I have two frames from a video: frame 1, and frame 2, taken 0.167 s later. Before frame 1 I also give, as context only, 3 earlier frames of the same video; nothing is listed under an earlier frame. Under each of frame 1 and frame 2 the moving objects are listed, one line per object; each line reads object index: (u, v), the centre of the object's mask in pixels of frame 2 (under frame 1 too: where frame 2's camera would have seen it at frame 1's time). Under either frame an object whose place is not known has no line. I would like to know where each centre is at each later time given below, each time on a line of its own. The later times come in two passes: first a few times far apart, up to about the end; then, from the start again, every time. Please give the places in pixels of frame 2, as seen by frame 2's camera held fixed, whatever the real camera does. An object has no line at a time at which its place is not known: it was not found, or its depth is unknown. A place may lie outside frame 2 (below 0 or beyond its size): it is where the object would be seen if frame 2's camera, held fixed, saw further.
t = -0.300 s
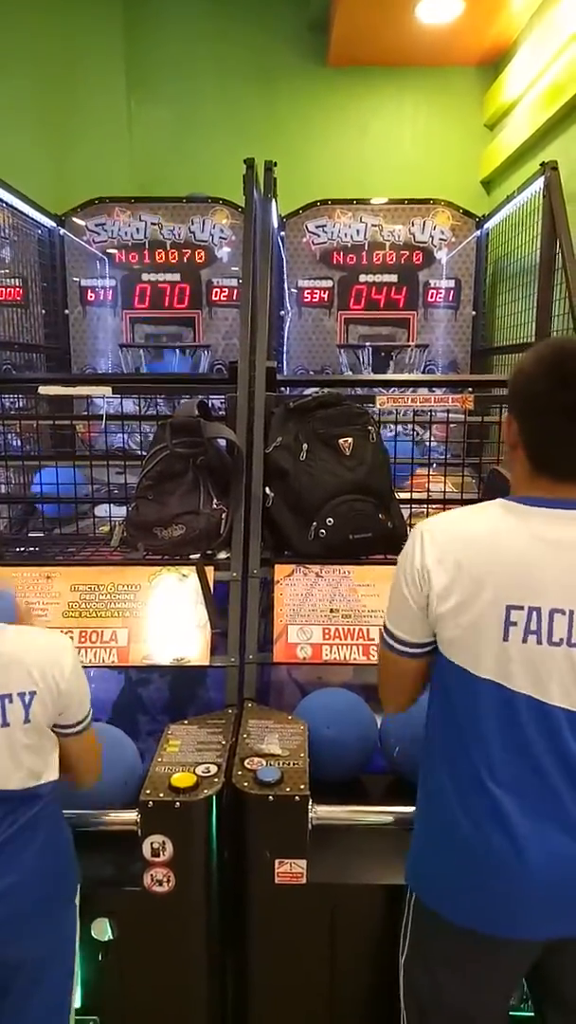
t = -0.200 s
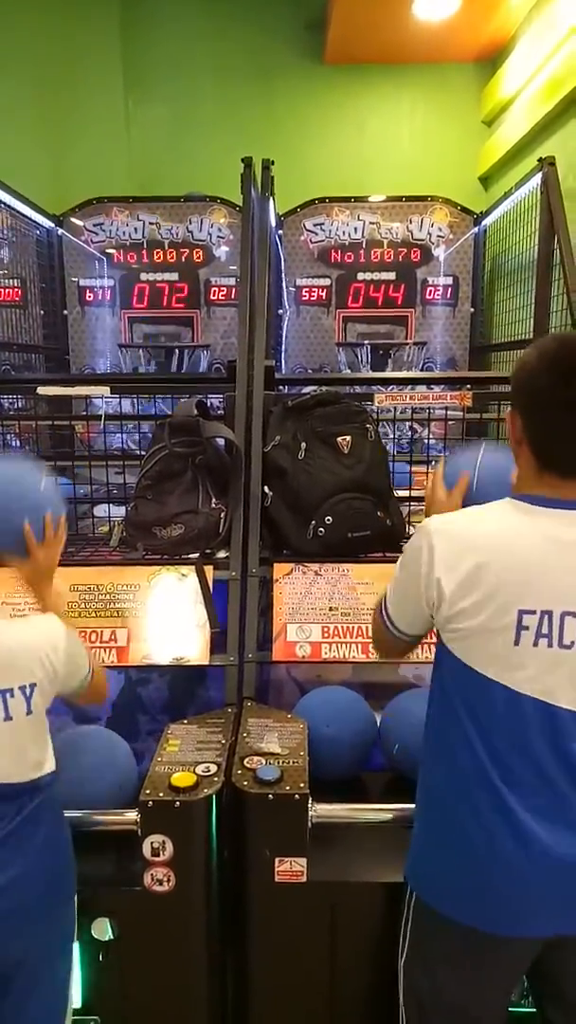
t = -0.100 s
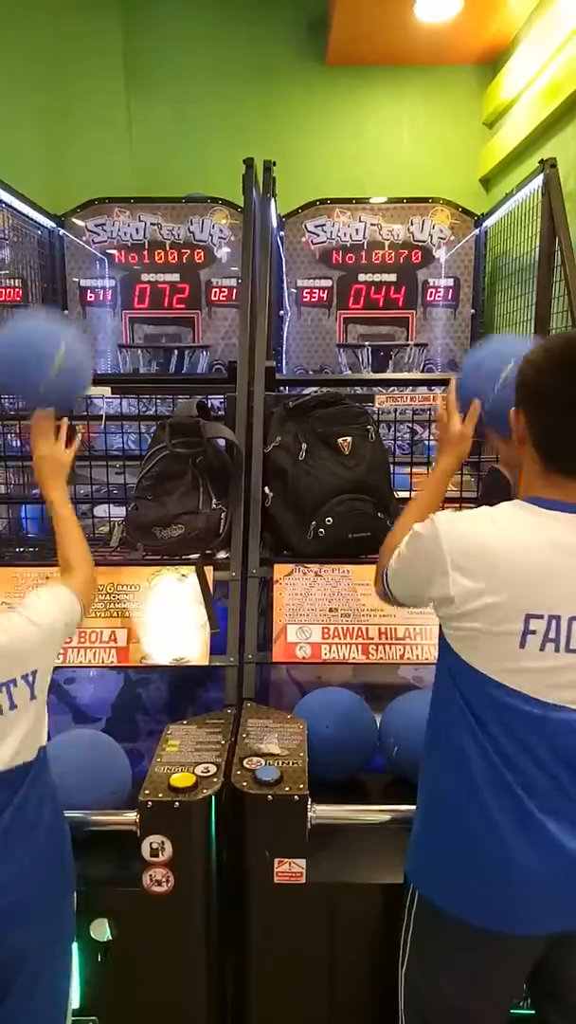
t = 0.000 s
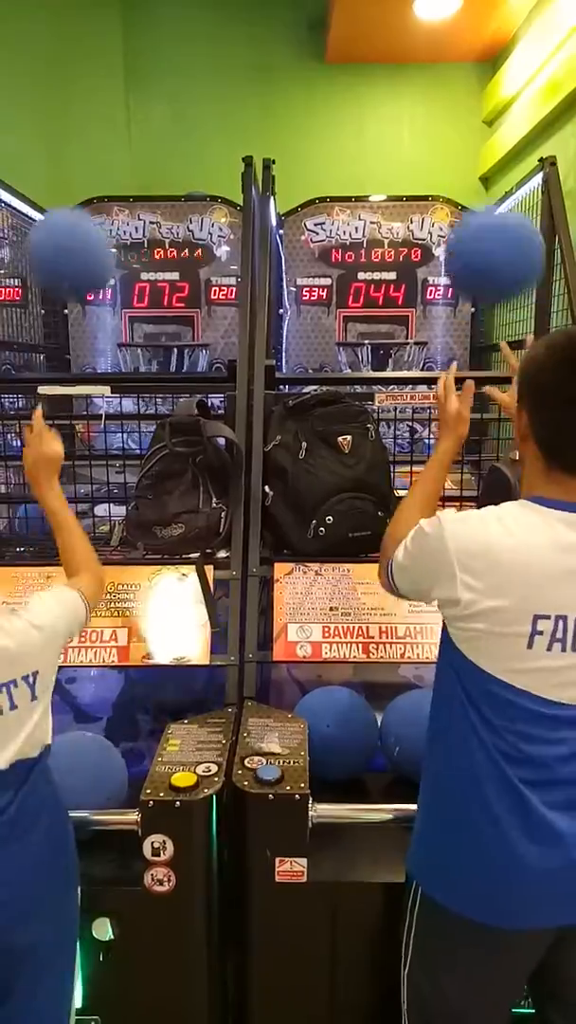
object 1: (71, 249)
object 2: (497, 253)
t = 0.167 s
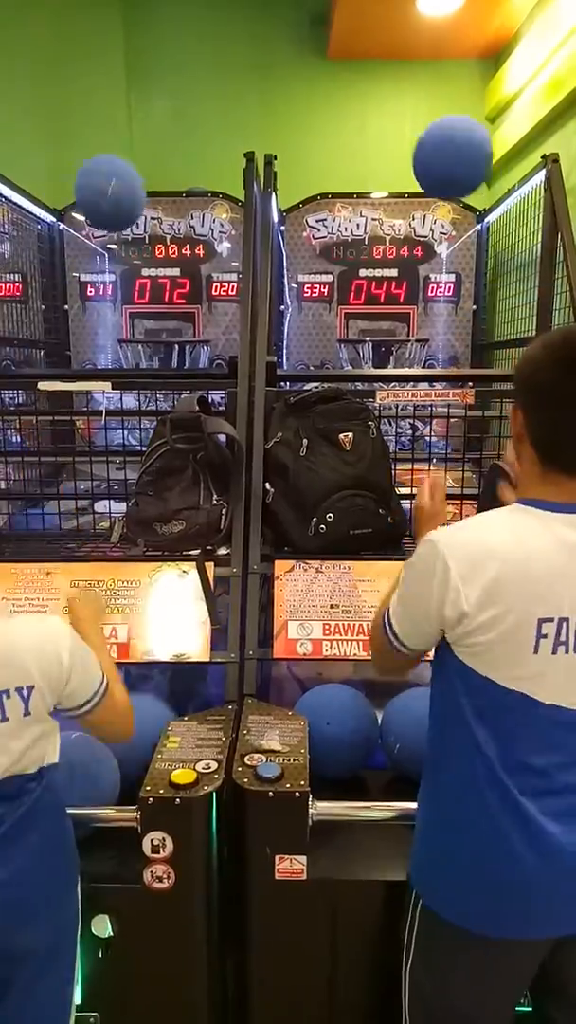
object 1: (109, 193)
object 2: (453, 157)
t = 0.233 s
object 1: (122, 200)
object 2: (438, 156)
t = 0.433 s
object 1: (155, 281)
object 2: (404, 228)
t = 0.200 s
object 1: (116, 195)
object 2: (445, 155)
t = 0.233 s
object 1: (122, 200)
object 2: (438, 156)
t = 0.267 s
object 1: (129, 208)
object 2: (432, 160)
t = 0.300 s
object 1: (135, 219)
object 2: (425, 169)
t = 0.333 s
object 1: (140, 230)
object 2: (419, 180)
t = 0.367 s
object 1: (145, 246)
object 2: (414, 193)
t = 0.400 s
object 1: (149, 263)
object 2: (409, 211)
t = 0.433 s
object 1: (155, 281)
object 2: (404, 228)
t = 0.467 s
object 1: (160, 301)
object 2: (399, 249)
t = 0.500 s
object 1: (164, 319)
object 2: (395, 269)
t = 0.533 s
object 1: (169, 343)
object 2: (391, 292)
